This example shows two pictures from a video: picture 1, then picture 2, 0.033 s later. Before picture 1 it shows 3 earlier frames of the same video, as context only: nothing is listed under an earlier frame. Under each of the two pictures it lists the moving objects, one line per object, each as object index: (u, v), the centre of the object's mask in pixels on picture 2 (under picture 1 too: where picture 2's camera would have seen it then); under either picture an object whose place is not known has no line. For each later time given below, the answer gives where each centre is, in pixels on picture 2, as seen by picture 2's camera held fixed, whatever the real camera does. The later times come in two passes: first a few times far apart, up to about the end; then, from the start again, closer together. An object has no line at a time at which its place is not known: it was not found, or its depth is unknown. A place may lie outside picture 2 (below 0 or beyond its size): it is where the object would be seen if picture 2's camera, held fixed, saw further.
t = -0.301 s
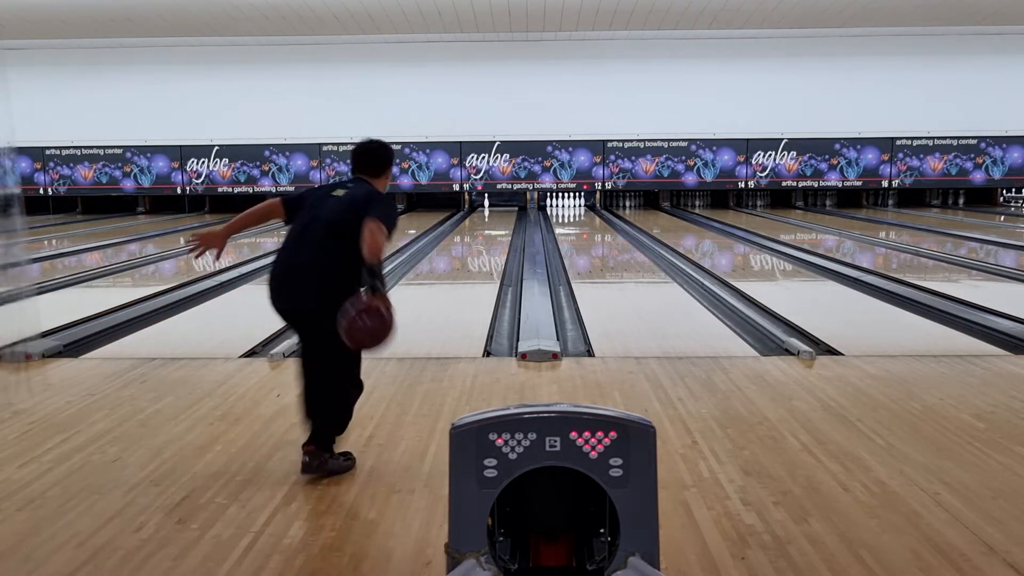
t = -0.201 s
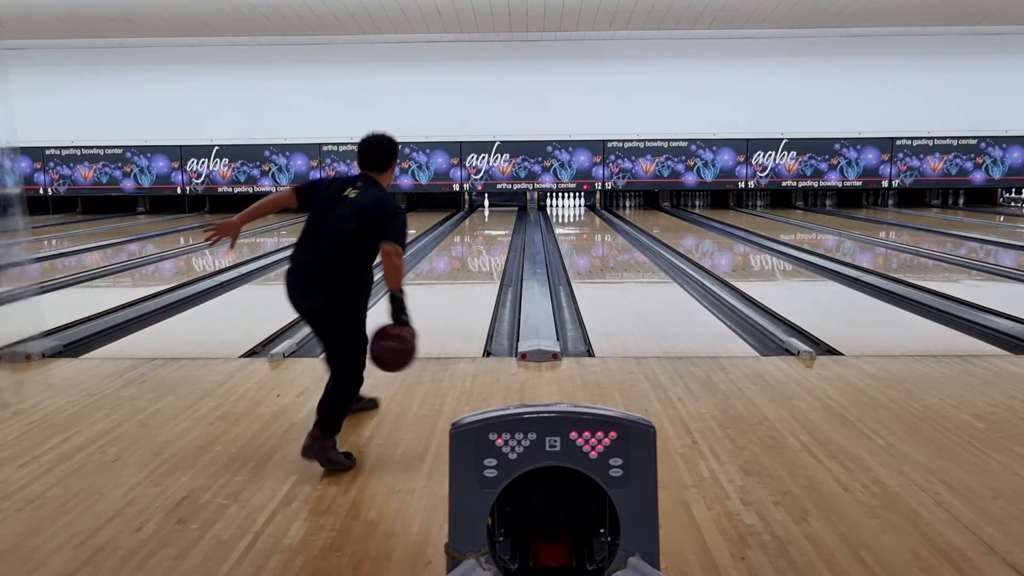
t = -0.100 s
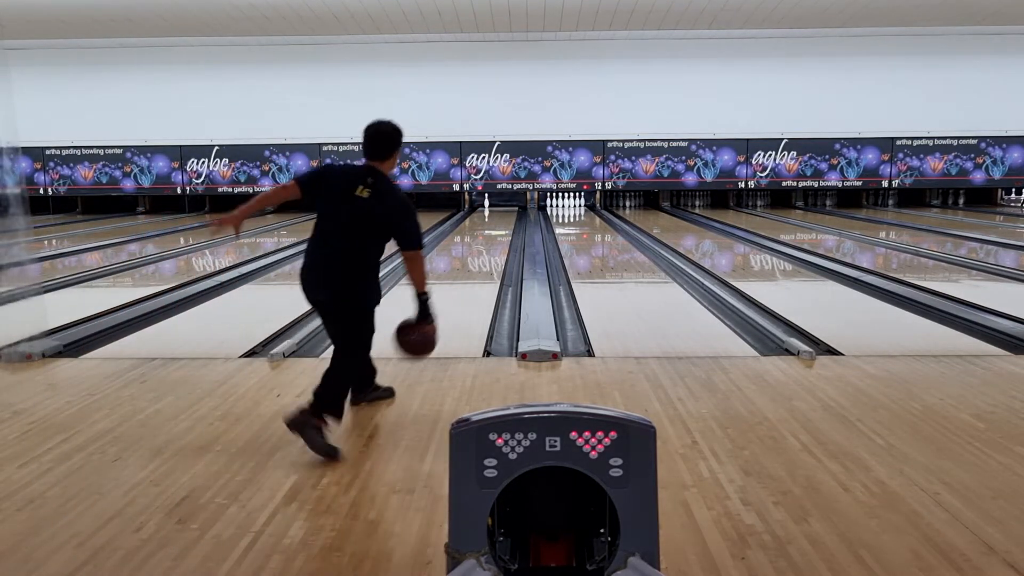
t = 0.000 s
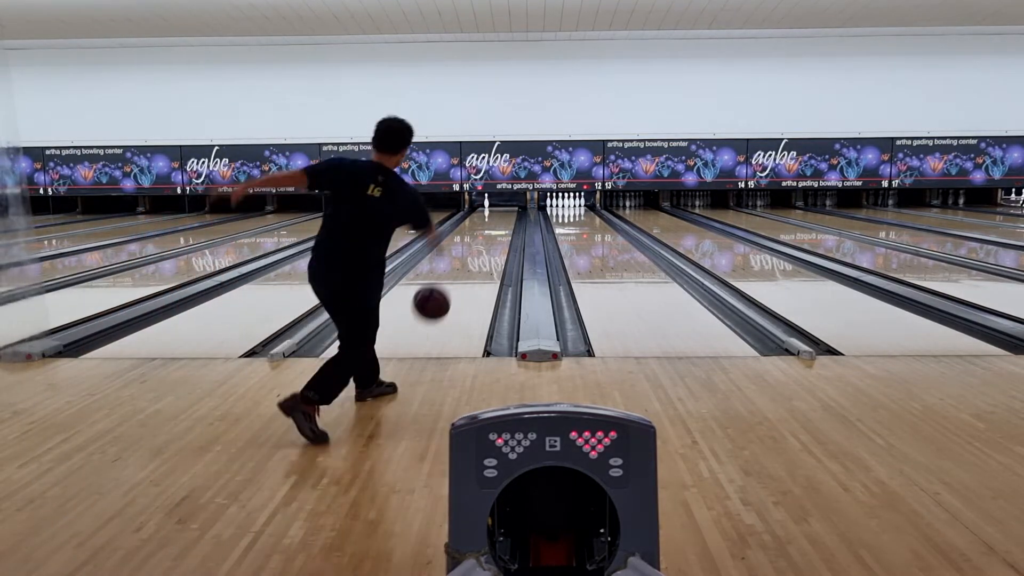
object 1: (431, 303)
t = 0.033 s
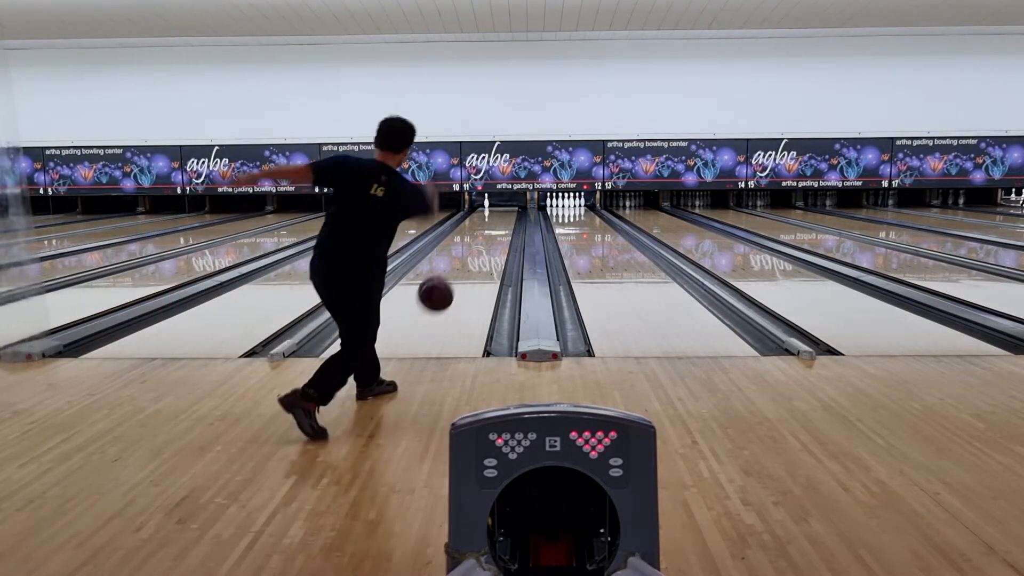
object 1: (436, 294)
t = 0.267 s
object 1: (457, 290)
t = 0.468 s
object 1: (469, 287)
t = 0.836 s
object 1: (485, 262)
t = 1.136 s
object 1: (488, 246)
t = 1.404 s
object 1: (491, 236)
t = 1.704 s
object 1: (493, 228)
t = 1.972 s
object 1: (494, 221)
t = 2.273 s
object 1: (494, 216)
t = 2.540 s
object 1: (494, 212)
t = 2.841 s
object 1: (492, 208)
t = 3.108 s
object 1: (489, 206)
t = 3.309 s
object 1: (486, 204)
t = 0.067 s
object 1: (439, 288)
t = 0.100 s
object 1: (443, 284)
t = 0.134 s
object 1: (446, 282)
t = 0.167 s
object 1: (449, 282)
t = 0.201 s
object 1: (452, 283)
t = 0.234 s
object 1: (454, 286)
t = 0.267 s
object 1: (457, 290)
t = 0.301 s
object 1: (459, 295)
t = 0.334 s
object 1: (462, 301)
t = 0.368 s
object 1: (464, 300)
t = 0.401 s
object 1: (466, 294)
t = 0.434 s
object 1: (467, 290)
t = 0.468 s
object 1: (469, 287)
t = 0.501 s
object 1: (471, 286)
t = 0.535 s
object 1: (472, 283)
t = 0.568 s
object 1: (474, 281)
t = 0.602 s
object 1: (475, 278)
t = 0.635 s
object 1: (476, 275)
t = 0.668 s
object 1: (477, 272)
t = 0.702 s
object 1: (478, 270)
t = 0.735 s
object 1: (479, 268)
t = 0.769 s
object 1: (480, 265)
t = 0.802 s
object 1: (482, 263)
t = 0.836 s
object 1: (485, 262)
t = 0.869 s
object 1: (481, 260)
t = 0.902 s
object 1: (484, 257)
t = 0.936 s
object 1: (485, 255)
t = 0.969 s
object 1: (485, 254)
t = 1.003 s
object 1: (486, 252)
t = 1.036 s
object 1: (486, 250)
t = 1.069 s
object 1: (487, 249)
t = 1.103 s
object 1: (488, 247)
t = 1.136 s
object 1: (488, 246)
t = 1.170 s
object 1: (488, 244)
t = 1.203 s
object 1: (489, 243)
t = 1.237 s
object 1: (489, 242)
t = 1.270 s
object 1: (489, 241)
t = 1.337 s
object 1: (491, 237)
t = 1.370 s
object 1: (490, 237)
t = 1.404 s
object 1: (491, 236)
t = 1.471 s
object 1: (491, 235)
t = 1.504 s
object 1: (491, 233)
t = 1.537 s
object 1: (492, 232)
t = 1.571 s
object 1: (492, 231)
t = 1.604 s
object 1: (492, 230)
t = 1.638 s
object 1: (492, 230)
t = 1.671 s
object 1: (493, 229)
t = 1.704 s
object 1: (493, 228)
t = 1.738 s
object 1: (493, 227)
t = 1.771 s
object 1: (493, 226)
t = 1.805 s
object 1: (493, 225)
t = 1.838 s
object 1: (494, 224)
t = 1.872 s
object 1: (494, 223)
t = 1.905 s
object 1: (494, 223)
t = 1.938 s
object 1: (494, 222)
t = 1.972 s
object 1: (494, 221)
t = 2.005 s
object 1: (494, 221)
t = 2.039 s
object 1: (494, 220)
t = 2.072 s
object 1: (494, 219)
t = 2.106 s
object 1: (494, 218)
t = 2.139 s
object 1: (495, 217)
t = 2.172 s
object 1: (495, 217)
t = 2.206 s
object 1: (494, 217)
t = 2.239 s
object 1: (494, 216)
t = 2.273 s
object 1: (494, 216)
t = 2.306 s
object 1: (494, 216)
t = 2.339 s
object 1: (494, 215)
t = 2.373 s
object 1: (494, 214)
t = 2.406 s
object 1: (494, 214)
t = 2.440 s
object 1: (494, 213)
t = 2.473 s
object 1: (494, 213)
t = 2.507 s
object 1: (494, 212)
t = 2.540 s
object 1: (494, 212)
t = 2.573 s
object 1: (494, 211)
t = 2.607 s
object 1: (493, 211)
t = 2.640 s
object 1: (493, 210)
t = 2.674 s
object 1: (493, 210)
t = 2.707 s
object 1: (493, 209)
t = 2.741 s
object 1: (493, 209)
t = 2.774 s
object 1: (492, 209)
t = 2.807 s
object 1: (492, 208)
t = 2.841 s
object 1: (492, 208)
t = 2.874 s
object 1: (492, 208)
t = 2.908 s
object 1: (491, 208)
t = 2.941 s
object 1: (491, 208)
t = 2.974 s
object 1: (490, 207)
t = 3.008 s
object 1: (490, 206)
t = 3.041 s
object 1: (489, 207)
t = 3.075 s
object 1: (489, 206)
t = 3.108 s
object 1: (489, 206)
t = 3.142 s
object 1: (489, 205)
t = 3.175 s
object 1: (488, 205)
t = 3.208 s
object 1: (488, 204)
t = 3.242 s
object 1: (487, 204)
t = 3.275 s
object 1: (487, 204)
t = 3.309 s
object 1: (486, 204)
